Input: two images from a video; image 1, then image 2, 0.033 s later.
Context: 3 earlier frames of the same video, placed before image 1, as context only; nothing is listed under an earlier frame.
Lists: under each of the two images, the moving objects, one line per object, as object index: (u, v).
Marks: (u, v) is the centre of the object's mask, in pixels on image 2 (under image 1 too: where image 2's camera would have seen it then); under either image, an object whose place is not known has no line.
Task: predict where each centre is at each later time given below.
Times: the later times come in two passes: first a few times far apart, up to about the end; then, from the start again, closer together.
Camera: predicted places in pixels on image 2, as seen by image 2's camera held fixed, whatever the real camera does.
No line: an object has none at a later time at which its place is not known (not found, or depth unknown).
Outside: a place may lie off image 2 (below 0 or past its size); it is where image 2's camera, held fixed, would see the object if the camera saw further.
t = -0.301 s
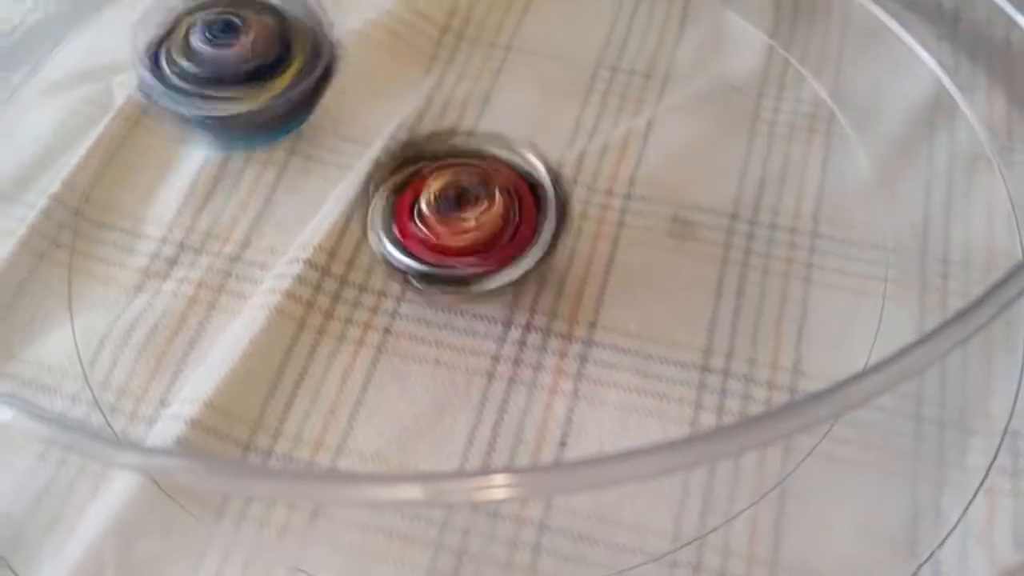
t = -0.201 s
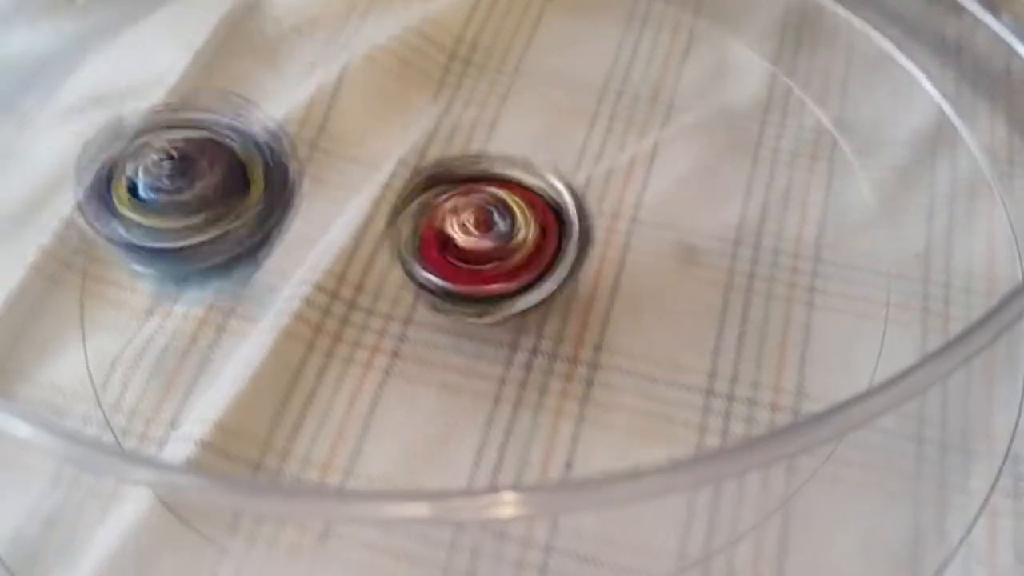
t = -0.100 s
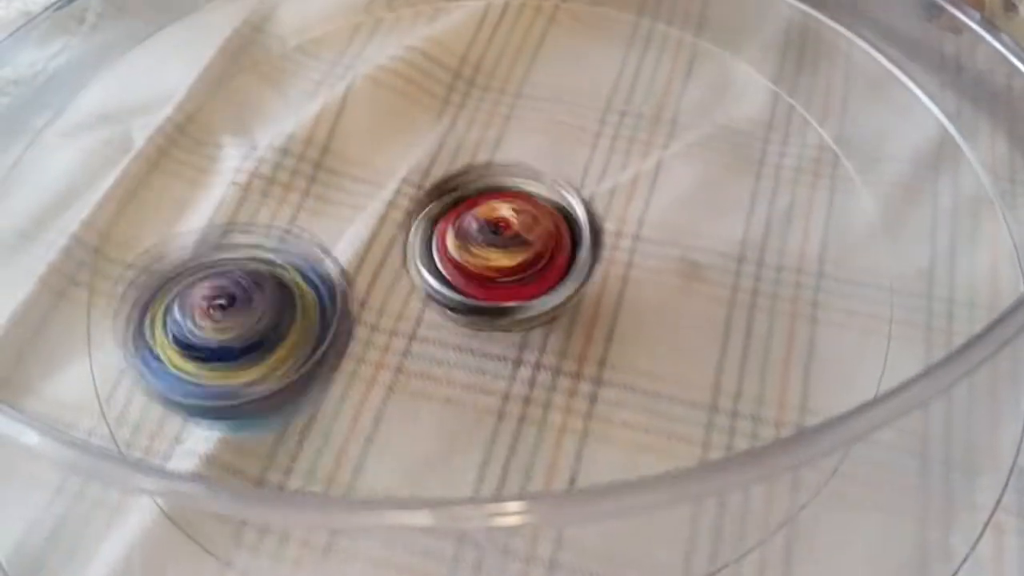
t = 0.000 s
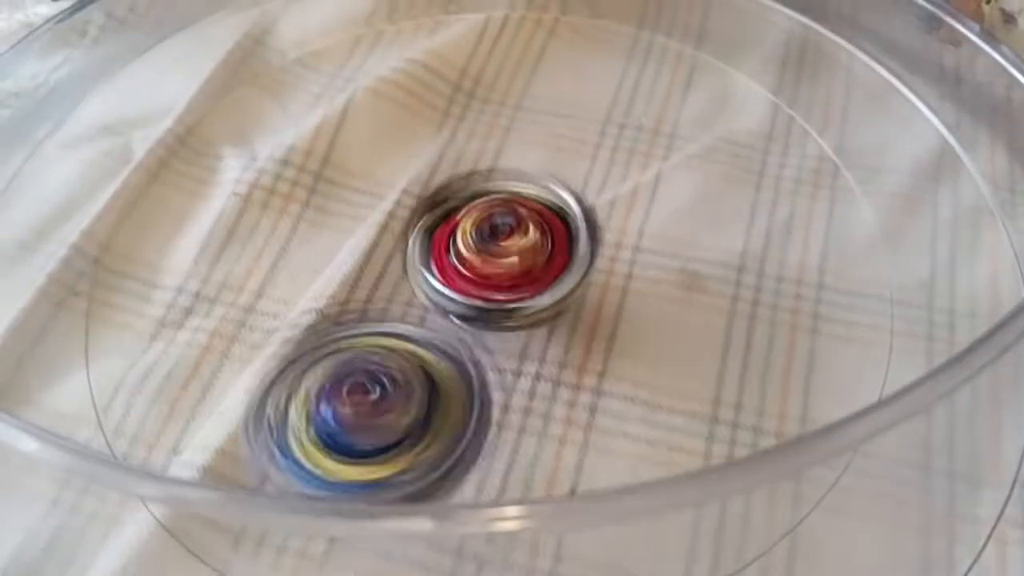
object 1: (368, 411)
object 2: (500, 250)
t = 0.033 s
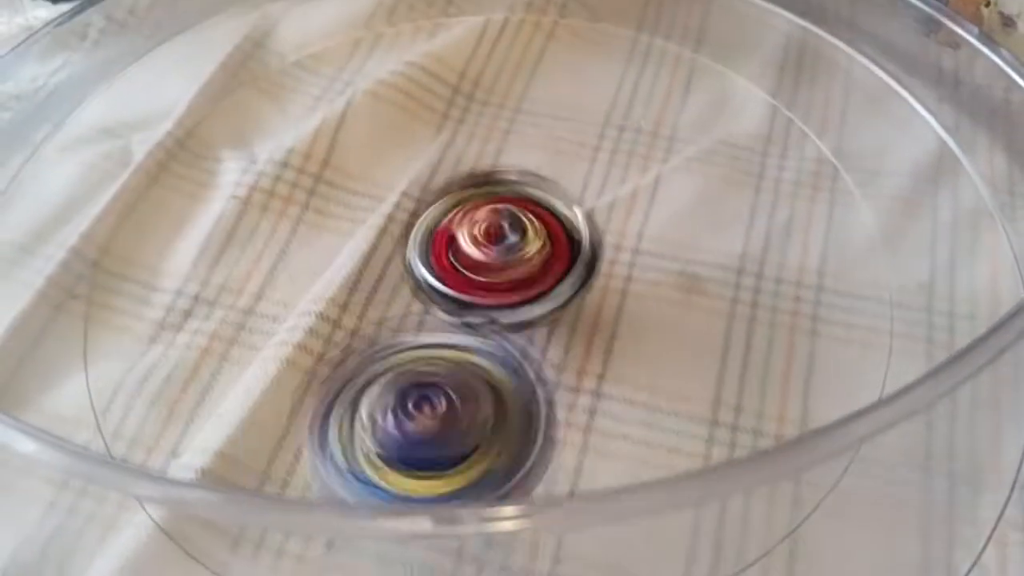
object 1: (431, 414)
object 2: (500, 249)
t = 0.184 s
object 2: (486, 252)
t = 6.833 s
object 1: (554, 220)
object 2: (407, 206)
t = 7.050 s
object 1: (567, 162)
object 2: (413, 207)
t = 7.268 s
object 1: (607, 244)
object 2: (362, 194)
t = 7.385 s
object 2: (395, 202)
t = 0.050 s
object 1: (465, 417)
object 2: (497, 249)
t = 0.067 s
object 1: (498, 416)
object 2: (493, 248)
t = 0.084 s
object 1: (524, 413)
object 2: (494, 247)
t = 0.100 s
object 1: (554, 406)
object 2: (490, 245)
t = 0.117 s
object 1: (580, 399)
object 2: (490, 246)
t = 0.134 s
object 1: (611, 392)
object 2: (489, 249)
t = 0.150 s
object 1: (637, 382)
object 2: (486, 251)
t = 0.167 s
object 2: (485, 251)
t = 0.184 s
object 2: (486, 252)
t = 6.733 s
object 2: (398, 205)
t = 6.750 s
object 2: (398, 206)
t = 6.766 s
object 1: (537, 258)
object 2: (399, 204)
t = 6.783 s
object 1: (541, 247)
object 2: (401, 204)
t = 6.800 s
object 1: (545, 237)
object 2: (404, 205)
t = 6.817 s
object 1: (550, 231)
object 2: (406, 205)
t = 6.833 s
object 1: (554, 220)
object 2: (407, 206)
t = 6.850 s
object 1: (555, 215)
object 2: (410, 207)
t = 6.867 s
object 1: (557, 204)
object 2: (410, 207)
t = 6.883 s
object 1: (555, 192)
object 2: (410, 207)
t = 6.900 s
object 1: (557, 187)
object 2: (410, 207)
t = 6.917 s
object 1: (559, 176)
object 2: (411, 208)
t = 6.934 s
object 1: (557, 171)
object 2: (411, 207)
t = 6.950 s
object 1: (559, 165)
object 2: (411, 208)
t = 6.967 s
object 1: (561, 164)
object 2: (412, 208)
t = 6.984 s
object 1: (566, 161)
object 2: (412, 207)
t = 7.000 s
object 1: (568, 158)
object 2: (413, 208)
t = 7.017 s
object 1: (568, 158)
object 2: (413, 208)
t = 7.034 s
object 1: (569, 159)
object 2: (413, 208)
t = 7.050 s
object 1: (567, 162)
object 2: (413, 207)
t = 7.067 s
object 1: (566, 167)
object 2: (411, 208)
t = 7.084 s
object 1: (562, 170)
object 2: (410, 208)
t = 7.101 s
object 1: (565, 175)
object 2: (401, 205)
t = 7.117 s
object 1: (573, 178)
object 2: (391, 202)
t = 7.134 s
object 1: (579, 180)
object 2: (381, 201)
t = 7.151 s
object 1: (587, 185)
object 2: (374, 199)
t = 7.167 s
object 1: (592, 195)
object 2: (368, 198)
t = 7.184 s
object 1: (596, 202)
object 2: (364, 197)
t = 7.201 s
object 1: (600, 206)
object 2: (362, 195)
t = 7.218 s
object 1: (605, 214)
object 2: (361, 193)
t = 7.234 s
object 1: (606, 228)
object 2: (361, 193)
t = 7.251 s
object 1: (606, 236)
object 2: (361, 194)
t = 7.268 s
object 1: (607, 244)
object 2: (362, 194)
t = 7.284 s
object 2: (363, 194)
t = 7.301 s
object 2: (366, 195)
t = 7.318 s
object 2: (369, 195)
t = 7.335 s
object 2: (374, 196)
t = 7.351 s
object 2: (380, 197)
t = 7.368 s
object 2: (388, 199)
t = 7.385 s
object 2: (395, 202)
